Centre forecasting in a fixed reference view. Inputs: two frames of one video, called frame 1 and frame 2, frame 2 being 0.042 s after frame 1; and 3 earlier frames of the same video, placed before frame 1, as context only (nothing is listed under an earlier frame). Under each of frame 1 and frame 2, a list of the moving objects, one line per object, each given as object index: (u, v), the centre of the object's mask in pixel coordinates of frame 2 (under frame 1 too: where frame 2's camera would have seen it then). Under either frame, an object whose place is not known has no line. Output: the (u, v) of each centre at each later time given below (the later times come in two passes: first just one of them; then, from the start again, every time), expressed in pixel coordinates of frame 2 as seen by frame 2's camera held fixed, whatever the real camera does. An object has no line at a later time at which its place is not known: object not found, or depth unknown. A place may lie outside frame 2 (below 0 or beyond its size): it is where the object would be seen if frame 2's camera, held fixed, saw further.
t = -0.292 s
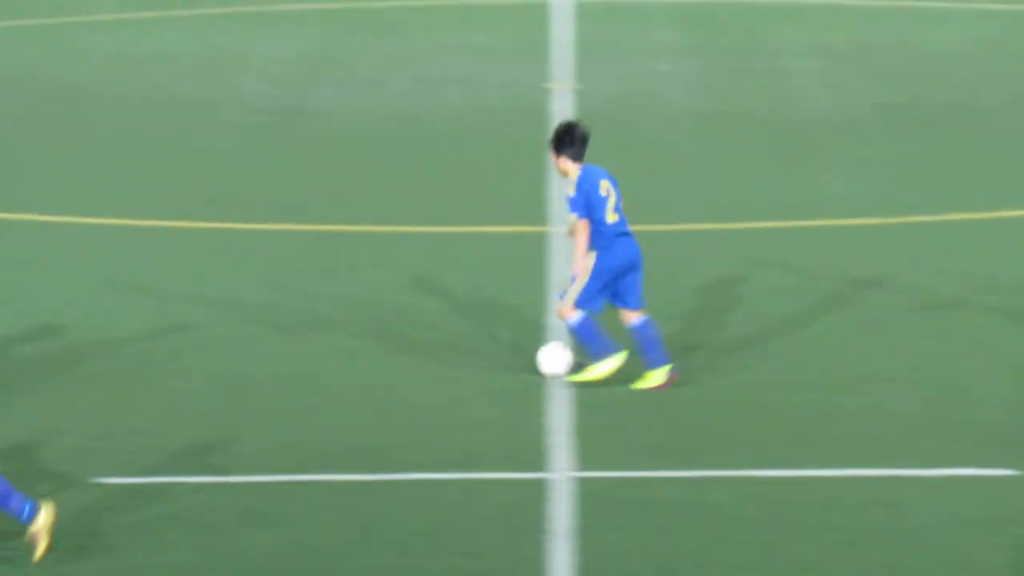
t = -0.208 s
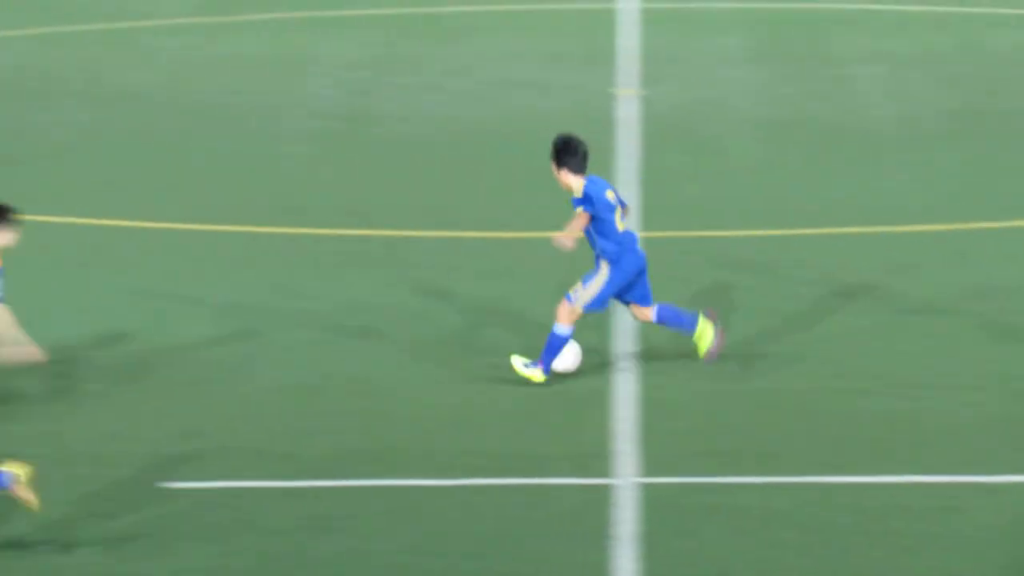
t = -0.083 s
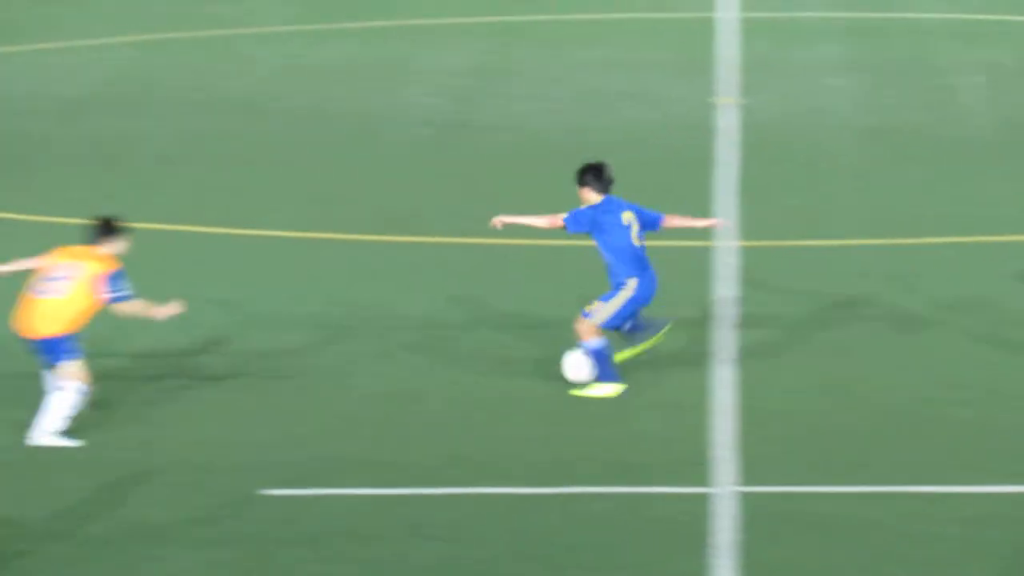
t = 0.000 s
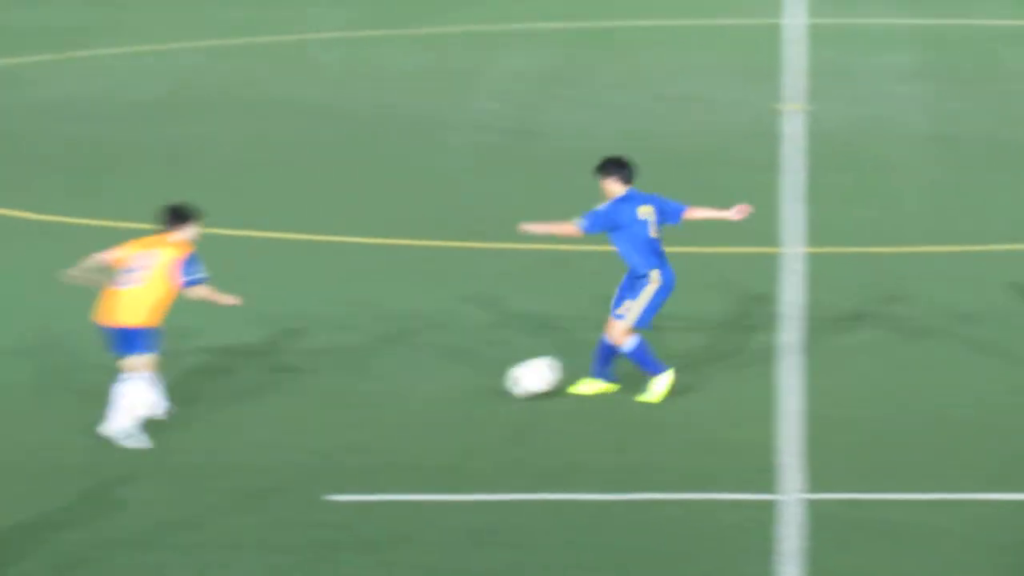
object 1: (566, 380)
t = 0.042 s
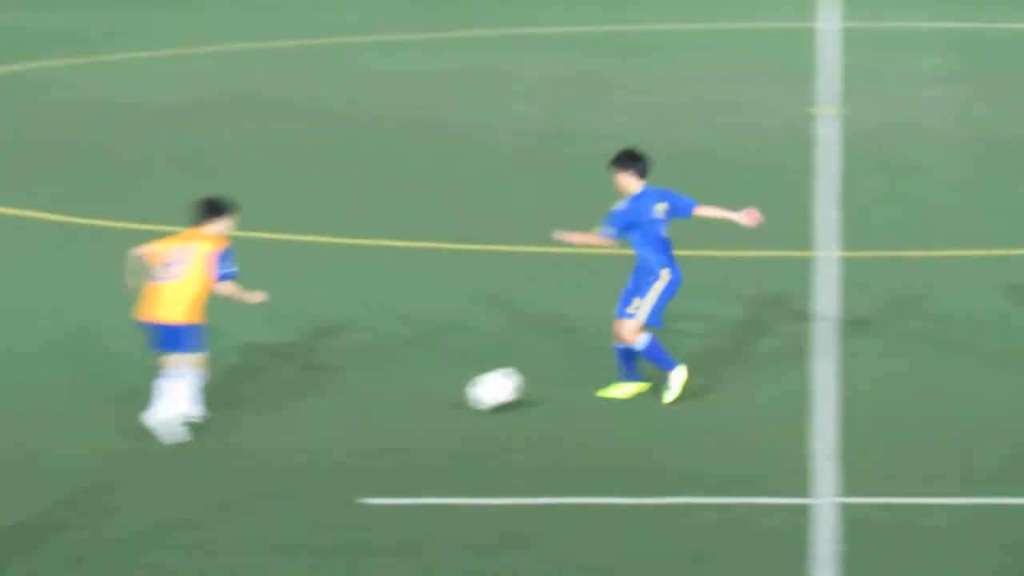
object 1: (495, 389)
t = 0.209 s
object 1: (204, 441)
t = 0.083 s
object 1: (422, 401)
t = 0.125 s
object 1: (349, 416)
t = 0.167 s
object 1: (276, 431)
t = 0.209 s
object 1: (204, 441)
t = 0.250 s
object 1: (131, 453)
